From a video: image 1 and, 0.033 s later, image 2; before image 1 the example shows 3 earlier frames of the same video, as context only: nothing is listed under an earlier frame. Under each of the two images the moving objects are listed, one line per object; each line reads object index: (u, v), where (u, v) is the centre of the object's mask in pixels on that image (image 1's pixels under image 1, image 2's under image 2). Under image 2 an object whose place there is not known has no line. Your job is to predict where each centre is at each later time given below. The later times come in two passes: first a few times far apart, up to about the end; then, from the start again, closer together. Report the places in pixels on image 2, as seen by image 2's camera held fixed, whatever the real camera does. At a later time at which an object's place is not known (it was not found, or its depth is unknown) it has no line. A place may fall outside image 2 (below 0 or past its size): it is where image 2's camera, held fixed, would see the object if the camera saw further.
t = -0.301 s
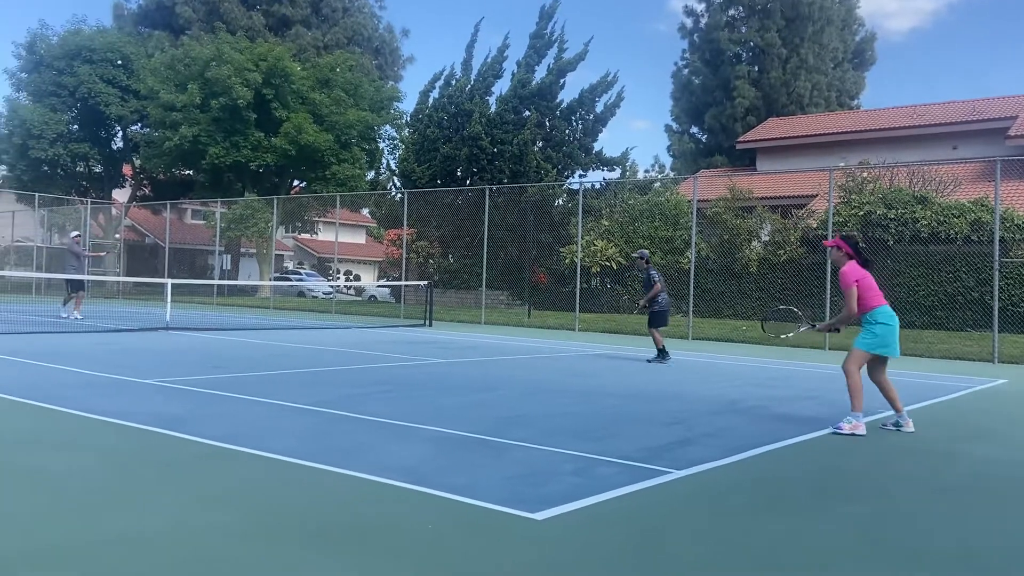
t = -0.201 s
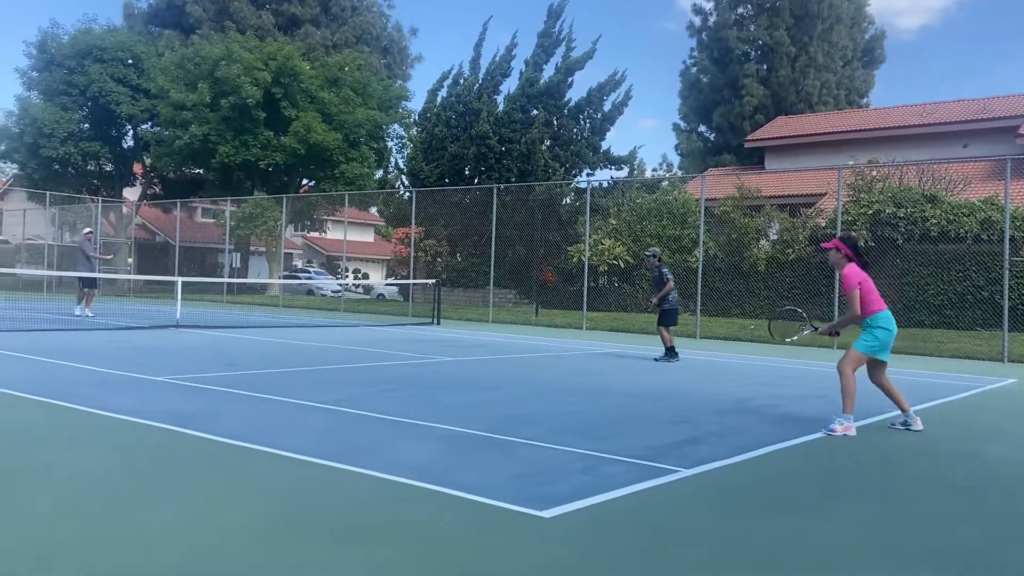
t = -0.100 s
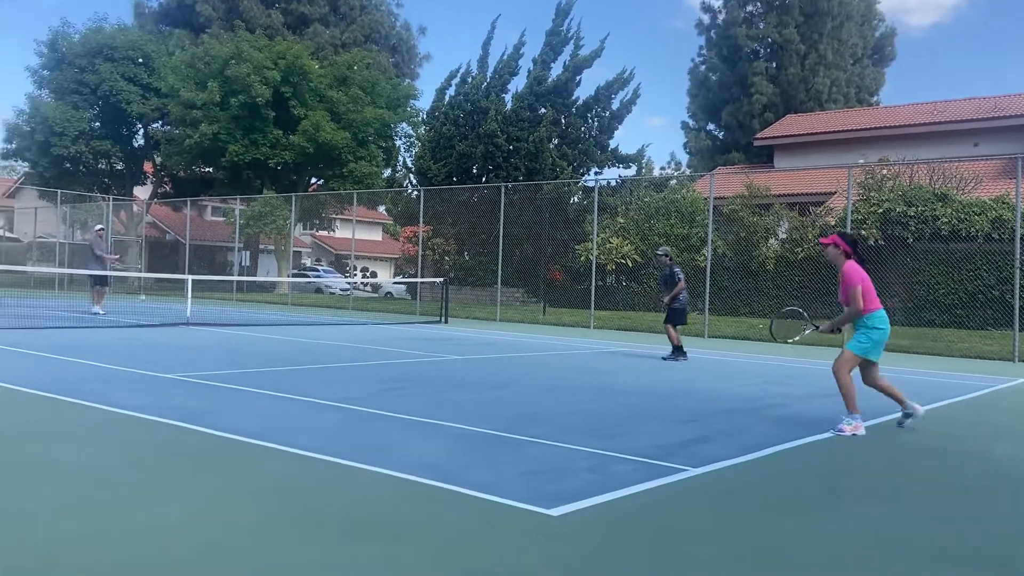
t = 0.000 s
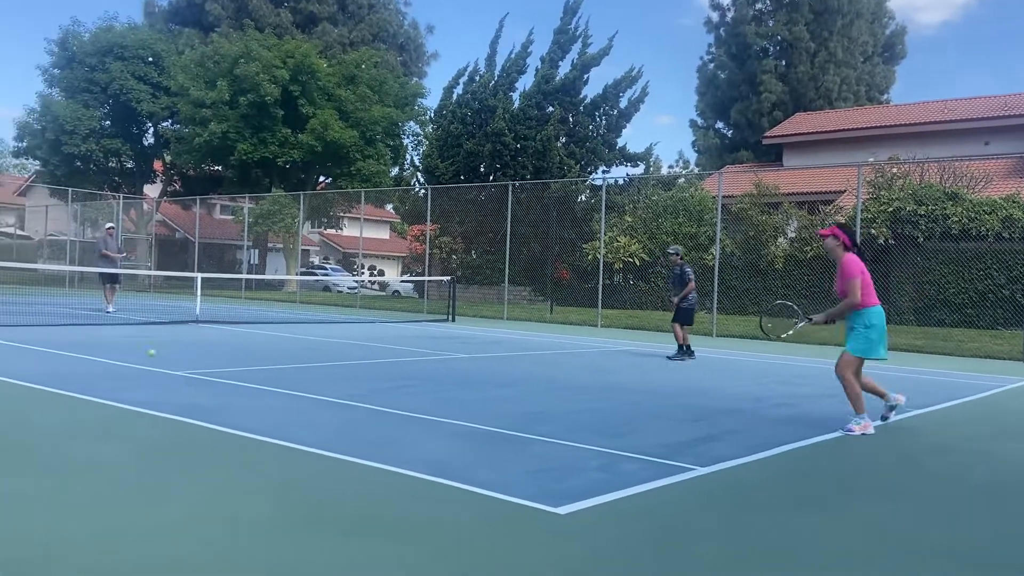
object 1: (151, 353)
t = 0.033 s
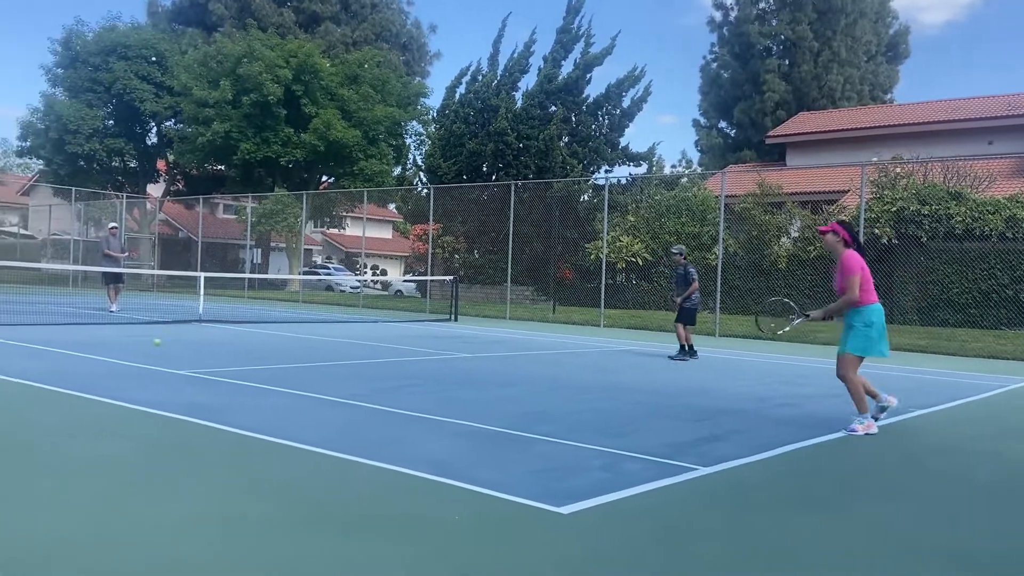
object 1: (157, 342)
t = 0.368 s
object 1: (178, 240)
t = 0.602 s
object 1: (197, 235)
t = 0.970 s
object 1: (254, 540)
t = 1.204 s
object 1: (384, 414)
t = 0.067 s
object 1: (159, 328)
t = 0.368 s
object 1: (178, 240)
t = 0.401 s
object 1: (181, 235)
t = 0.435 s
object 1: (183, 231)
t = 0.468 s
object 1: (185, 229)
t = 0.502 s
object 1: (189, 228)
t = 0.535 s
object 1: (191, 228)
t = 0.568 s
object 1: (195, 231)
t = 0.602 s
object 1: (197, 235)
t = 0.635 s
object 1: (201, 241)
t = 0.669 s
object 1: (204, 251)
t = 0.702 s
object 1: (208, 263)
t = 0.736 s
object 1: (212, 279)
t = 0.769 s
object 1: (215, 298)
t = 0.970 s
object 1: (254, 540)
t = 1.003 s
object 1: (266, 519)
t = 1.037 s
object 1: (278, 498)
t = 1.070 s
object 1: (293, 478)
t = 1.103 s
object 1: (309, 460)
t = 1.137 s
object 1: (330, 443)
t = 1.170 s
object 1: (355, 427)
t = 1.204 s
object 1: (384, 414)
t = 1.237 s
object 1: (421, 405)
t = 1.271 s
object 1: (467, 402)
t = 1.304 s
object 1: (529, 408)
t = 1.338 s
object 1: (617, 429)
